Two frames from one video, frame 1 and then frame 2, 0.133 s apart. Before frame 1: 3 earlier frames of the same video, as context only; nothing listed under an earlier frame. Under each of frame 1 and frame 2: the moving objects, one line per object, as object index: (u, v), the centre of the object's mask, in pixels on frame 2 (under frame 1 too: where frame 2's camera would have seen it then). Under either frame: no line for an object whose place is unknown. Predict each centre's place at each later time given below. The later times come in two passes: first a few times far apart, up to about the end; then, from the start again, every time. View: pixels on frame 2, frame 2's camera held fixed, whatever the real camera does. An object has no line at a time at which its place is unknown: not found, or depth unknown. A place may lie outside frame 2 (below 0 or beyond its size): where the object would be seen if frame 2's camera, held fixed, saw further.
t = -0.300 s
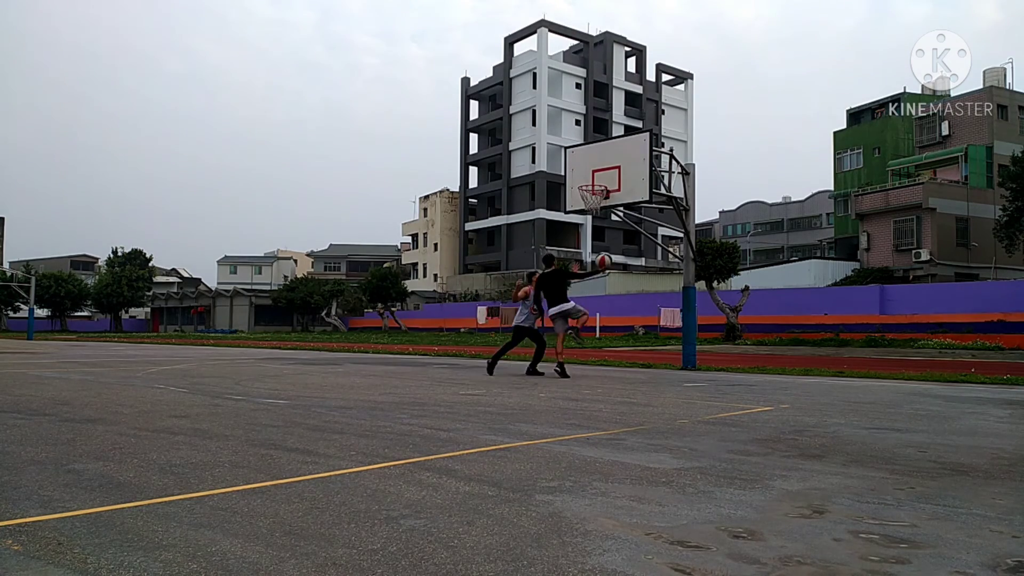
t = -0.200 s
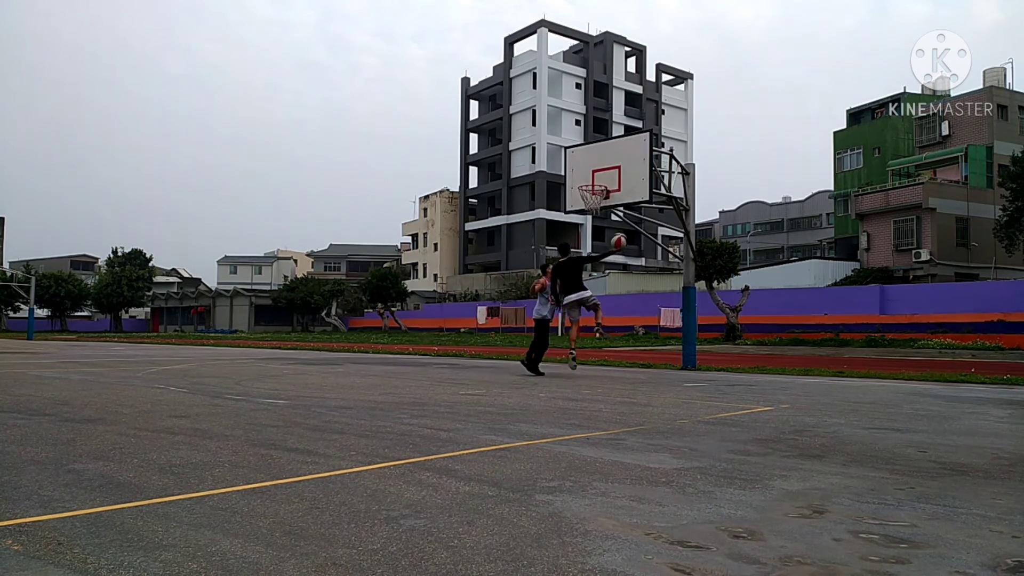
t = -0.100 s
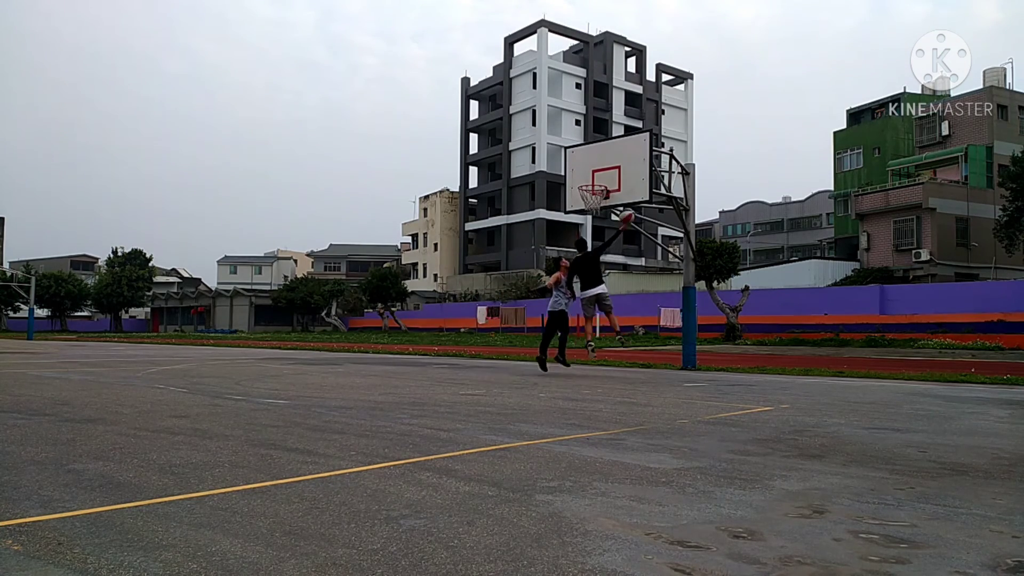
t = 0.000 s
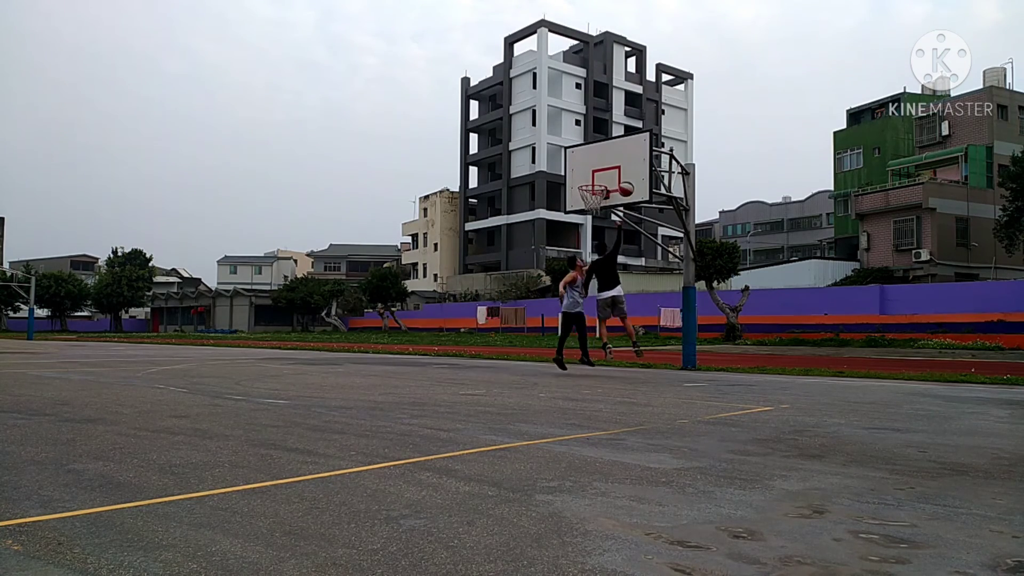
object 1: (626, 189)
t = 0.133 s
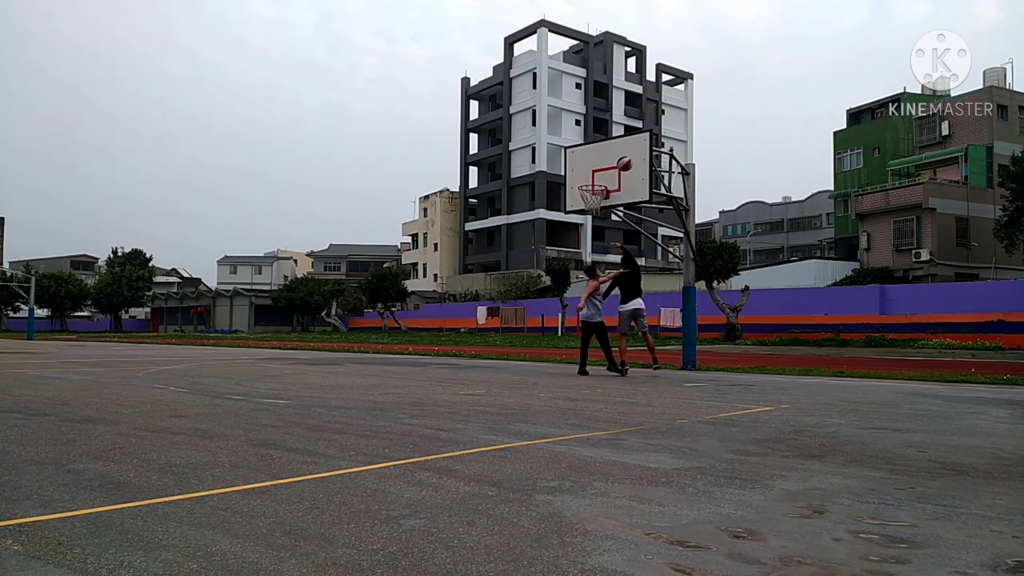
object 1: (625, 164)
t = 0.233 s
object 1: (624, 153)
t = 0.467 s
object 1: (622, 151)
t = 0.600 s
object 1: (613, 155)
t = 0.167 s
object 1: (624, 159)
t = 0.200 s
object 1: (624, 155)
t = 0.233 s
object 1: (624, 153)
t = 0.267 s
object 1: (624, 151)
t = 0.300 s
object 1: (623, 149)
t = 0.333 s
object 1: (623, 148)
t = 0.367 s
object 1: (623, 148)
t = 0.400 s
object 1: (622, 148)
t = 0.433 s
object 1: (622, 149)
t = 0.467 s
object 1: (622, 151)
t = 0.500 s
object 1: (620, 151)
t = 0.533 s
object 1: (617, 152)
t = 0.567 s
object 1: (615, 153)
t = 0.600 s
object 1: (613, 155)
